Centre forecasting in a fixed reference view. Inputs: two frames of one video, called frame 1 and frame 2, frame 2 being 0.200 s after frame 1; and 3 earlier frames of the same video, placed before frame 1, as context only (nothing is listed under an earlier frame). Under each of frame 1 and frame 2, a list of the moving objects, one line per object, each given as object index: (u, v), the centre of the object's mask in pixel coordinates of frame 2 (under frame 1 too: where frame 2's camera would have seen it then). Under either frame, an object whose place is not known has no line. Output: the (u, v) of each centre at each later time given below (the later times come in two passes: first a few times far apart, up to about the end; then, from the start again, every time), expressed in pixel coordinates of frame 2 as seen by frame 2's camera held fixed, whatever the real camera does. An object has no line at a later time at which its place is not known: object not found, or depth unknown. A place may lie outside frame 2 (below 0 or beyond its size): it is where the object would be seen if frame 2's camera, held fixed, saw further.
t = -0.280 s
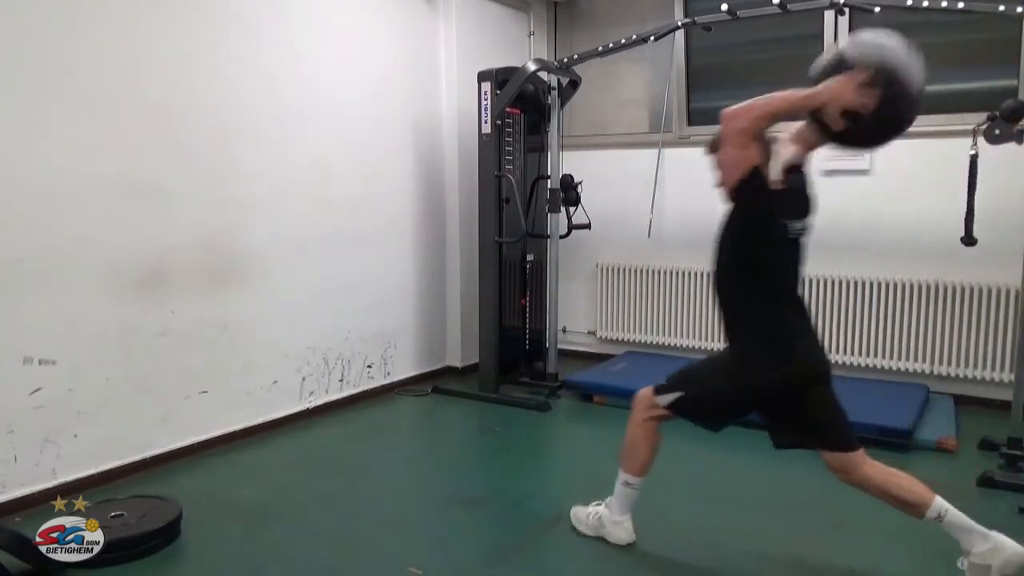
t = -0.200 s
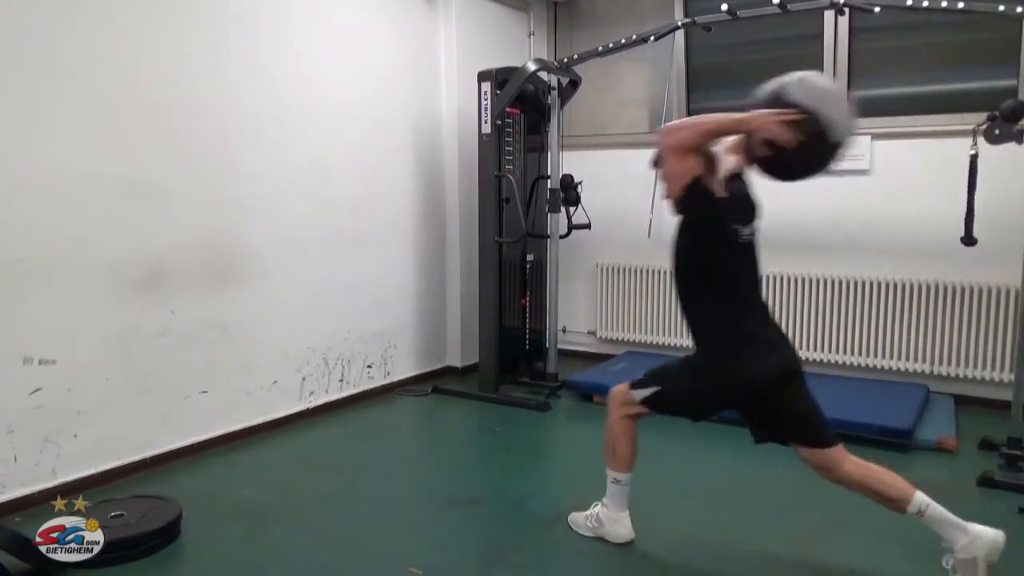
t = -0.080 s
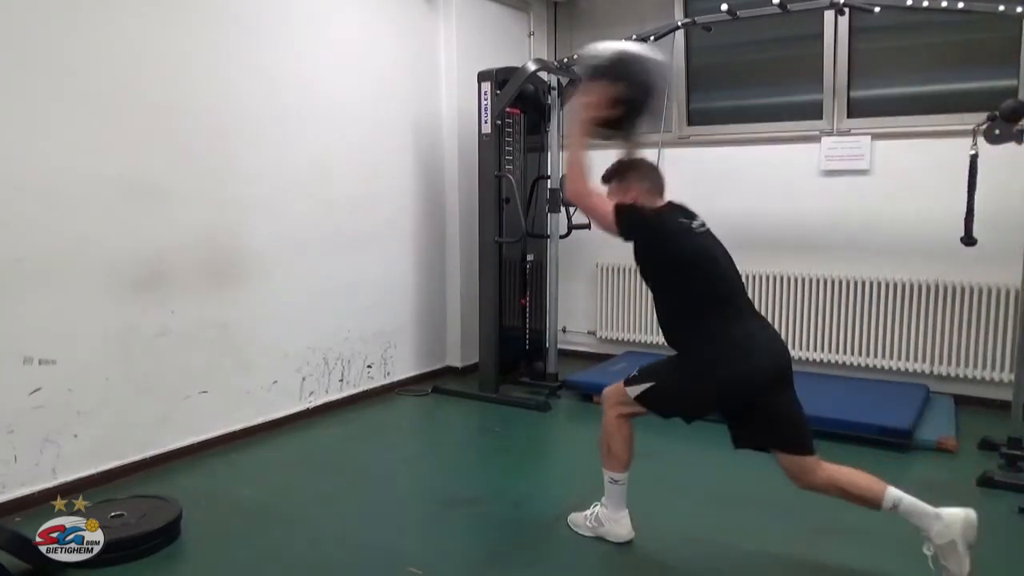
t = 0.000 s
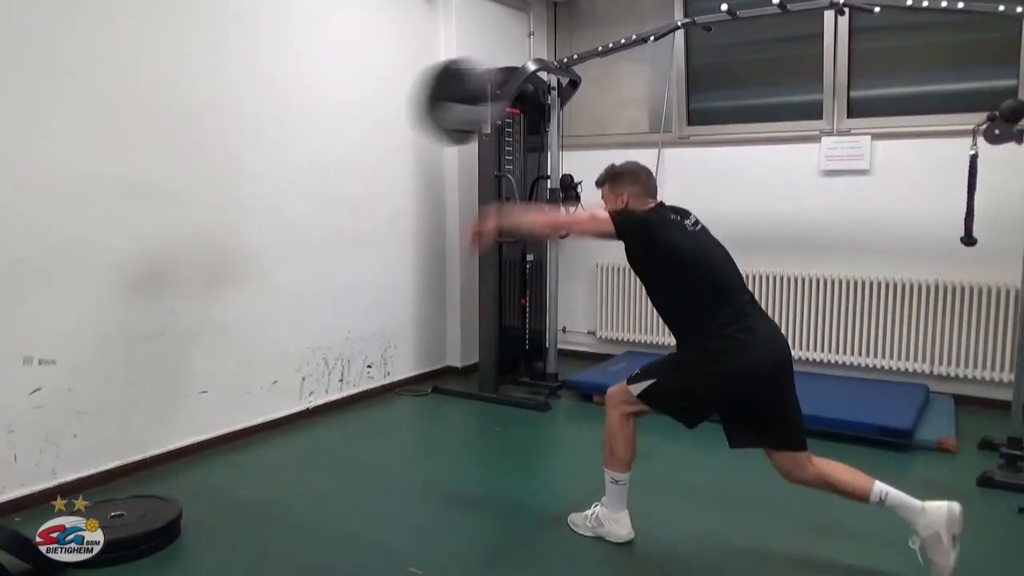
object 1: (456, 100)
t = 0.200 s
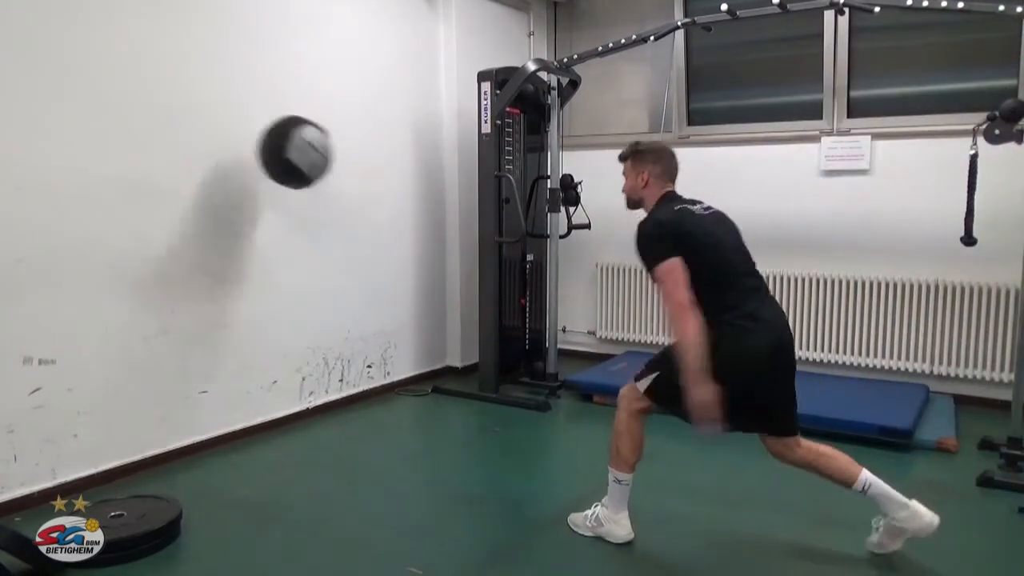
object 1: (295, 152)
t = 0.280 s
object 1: (352, 169)
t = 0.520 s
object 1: (548, 320)
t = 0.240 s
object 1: (322, 158)
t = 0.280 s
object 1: (352, 169)
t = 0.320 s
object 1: (381, 183)
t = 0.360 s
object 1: (413, 203)
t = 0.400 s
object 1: (445, 225)
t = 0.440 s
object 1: (481, 252)
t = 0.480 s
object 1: (514, 281)
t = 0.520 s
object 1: (548, 320)
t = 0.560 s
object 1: (593, 368)
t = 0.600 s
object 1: (634, 417)
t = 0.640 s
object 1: (678, 484)
